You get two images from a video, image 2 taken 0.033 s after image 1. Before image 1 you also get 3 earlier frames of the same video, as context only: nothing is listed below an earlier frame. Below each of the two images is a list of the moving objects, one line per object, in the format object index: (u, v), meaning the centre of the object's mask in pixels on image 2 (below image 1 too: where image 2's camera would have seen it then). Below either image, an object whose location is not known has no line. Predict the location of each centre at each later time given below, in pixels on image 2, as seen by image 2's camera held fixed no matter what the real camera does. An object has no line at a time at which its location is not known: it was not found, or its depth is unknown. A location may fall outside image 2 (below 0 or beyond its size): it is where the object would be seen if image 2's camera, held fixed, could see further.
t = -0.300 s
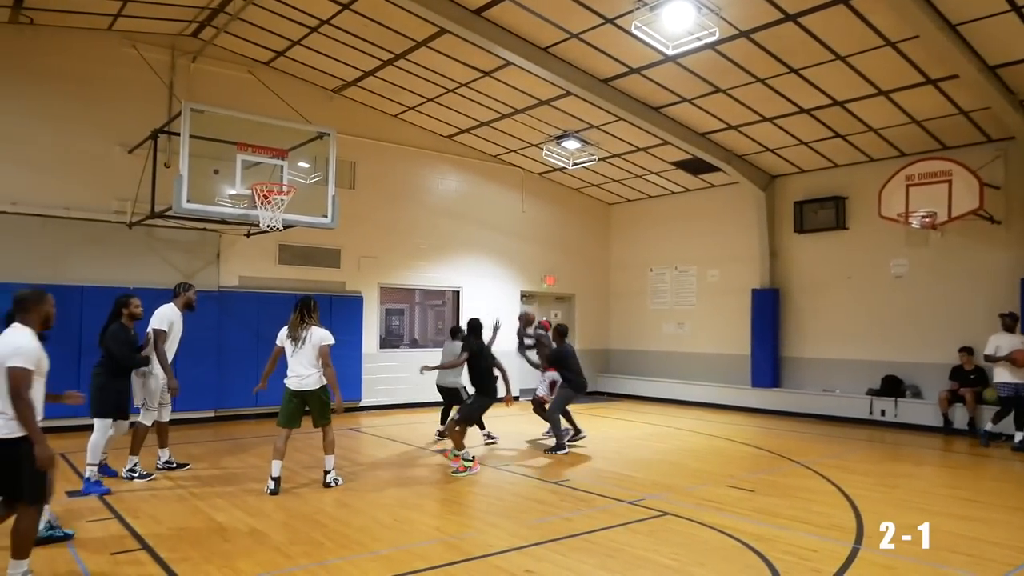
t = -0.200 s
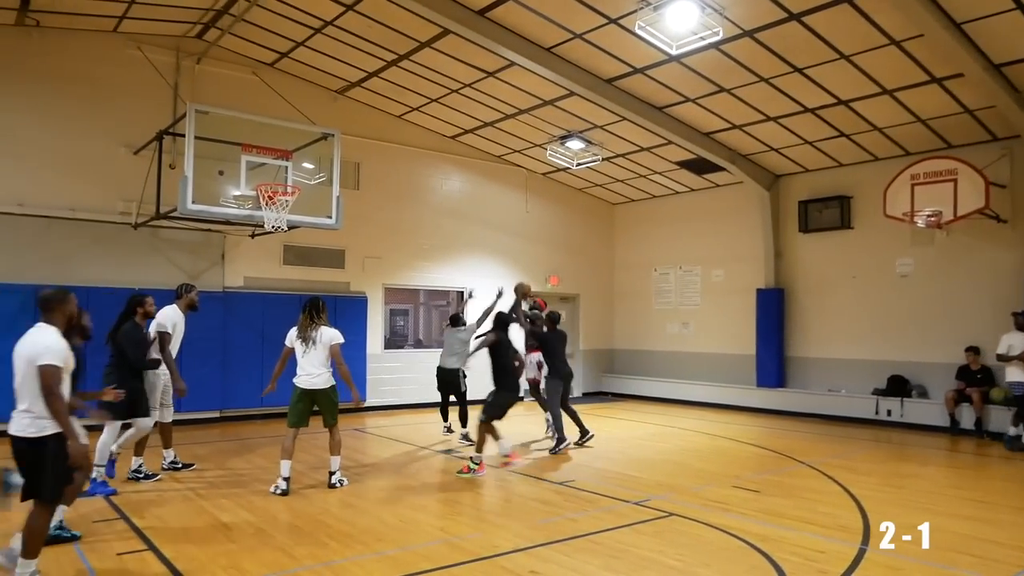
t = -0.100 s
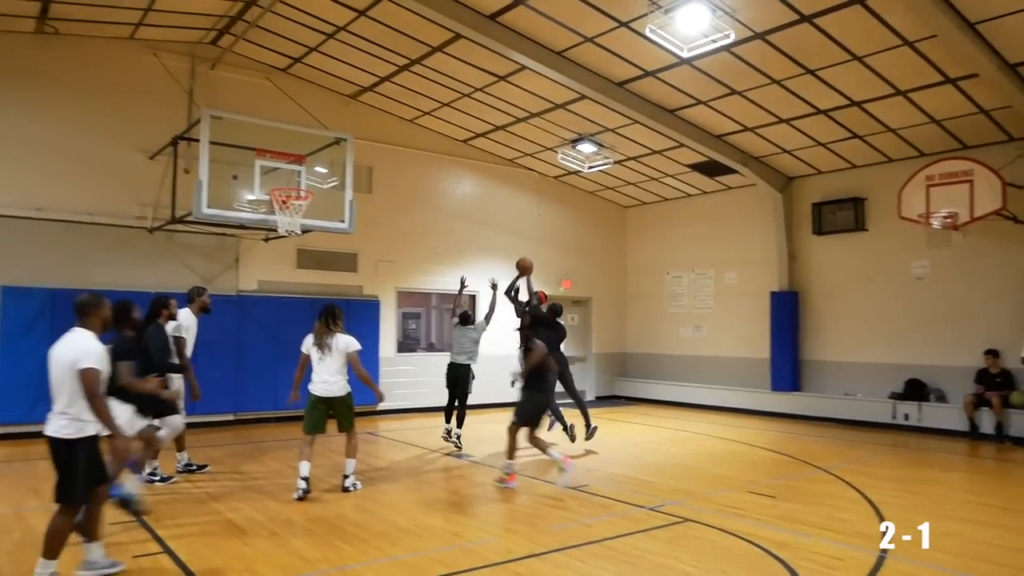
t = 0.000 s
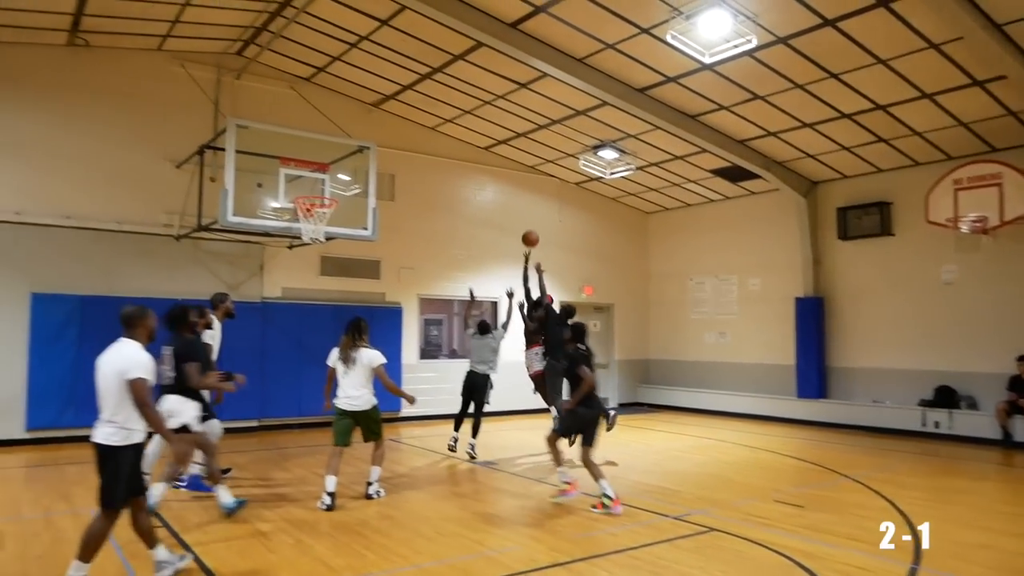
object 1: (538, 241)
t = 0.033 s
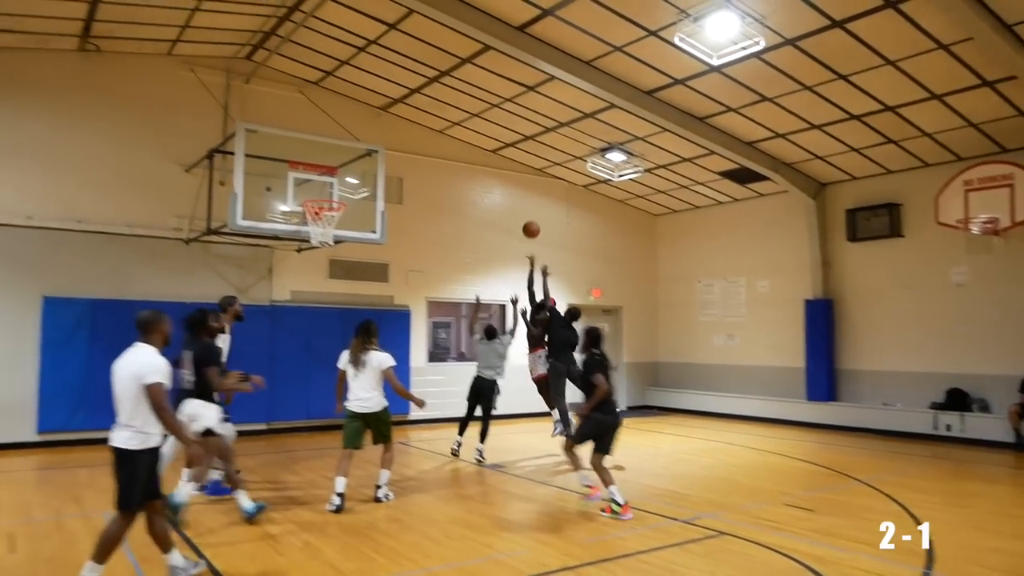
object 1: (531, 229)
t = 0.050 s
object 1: (527, 223)
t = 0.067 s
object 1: (524, 218)
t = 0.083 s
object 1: (521, 213)
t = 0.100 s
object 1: (517, 207)
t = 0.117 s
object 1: (514, 203)
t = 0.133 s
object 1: (510, 198)
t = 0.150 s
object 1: (506, 193)
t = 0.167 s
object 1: (503, 189)
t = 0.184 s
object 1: (500, 185)
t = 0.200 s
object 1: (496, 181)
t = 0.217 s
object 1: (493, 178)
